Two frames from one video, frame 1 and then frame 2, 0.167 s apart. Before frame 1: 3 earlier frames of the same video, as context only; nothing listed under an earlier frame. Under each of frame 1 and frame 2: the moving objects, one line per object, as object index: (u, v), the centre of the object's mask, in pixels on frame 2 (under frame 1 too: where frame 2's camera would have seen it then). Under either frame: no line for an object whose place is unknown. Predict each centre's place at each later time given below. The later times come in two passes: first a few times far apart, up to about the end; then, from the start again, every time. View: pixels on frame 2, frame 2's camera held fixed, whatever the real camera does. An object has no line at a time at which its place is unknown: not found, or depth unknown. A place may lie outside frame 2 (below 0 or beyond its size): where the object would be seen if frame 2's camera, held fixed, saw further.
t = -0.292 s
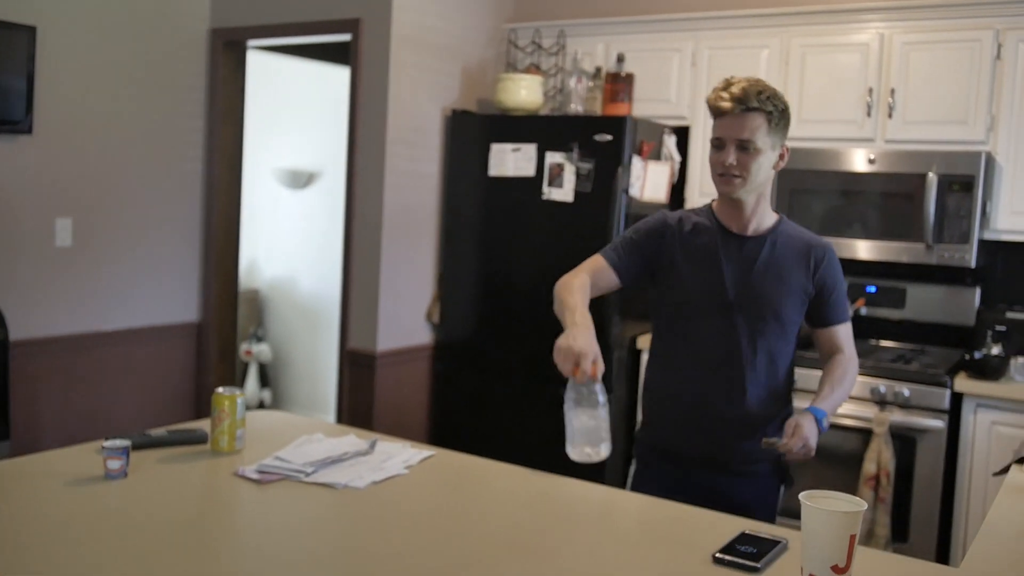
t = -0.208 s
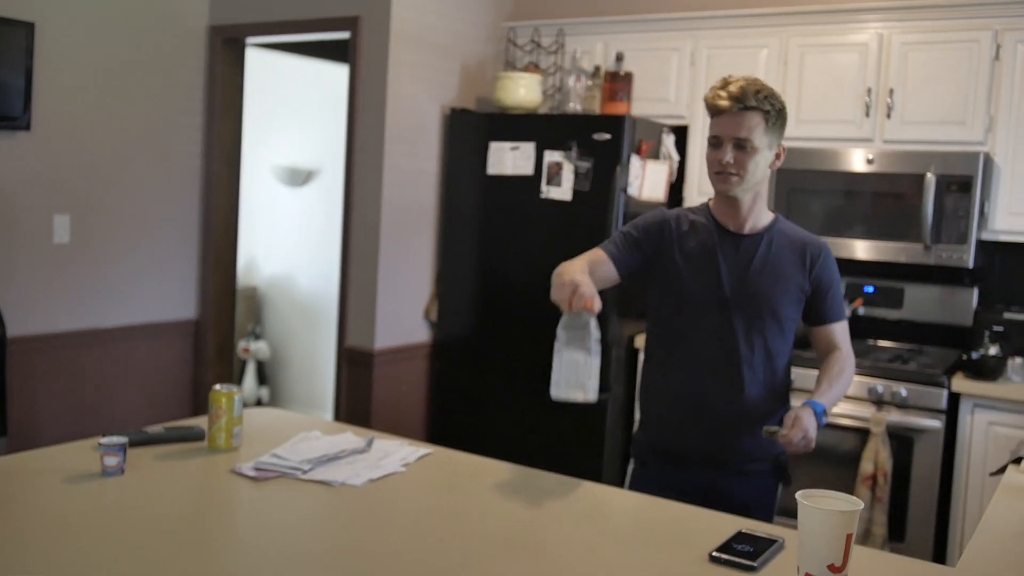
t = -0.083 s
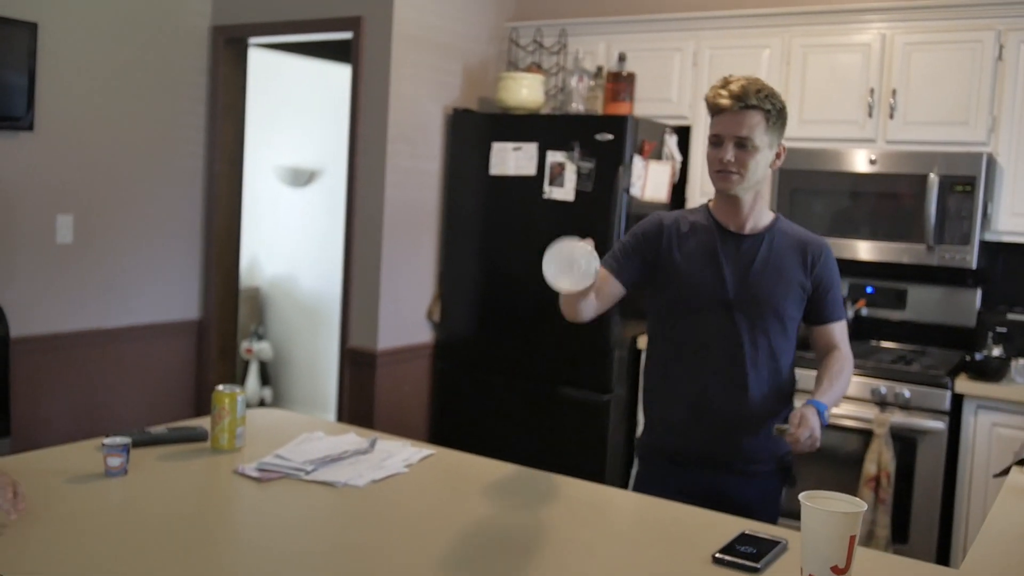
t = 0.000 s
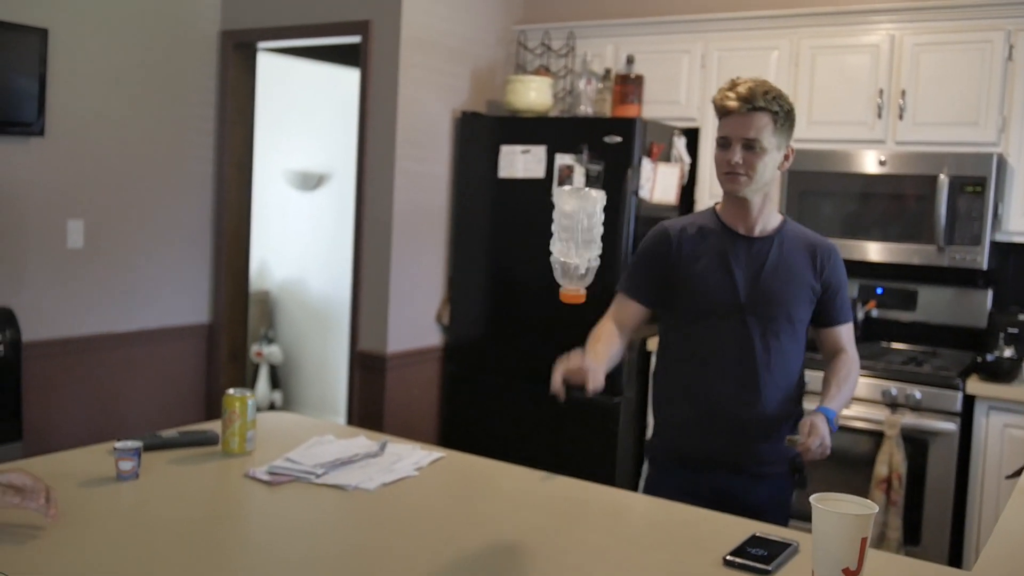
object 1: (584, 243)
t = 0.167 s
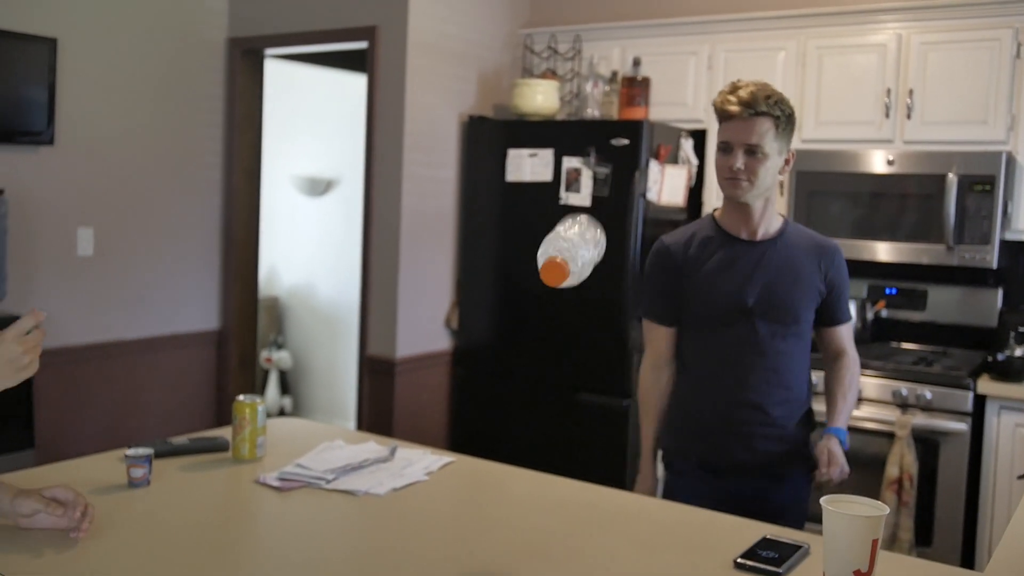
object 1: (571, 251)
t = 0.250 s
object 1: (560, 331)
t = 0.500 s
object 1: (532, 512)
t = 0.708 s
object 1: (530, 518)
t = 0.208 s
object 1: (567, 285)
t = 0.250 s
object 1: (560, 331)
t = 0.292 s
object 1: (553, 388)
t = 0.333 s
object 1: (546, 453)
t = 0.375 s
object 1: (541, 487)
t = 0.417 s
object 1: (537, 502)
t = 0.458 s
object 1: (534, 507)
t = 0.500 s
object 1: (532, 512)
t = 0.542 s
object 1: (531, 513)
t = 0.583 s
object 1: (531, 514)
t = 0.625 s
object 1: (531, 516)
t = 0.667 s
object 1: (531, 517)
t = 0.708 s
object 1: (530, 518)
